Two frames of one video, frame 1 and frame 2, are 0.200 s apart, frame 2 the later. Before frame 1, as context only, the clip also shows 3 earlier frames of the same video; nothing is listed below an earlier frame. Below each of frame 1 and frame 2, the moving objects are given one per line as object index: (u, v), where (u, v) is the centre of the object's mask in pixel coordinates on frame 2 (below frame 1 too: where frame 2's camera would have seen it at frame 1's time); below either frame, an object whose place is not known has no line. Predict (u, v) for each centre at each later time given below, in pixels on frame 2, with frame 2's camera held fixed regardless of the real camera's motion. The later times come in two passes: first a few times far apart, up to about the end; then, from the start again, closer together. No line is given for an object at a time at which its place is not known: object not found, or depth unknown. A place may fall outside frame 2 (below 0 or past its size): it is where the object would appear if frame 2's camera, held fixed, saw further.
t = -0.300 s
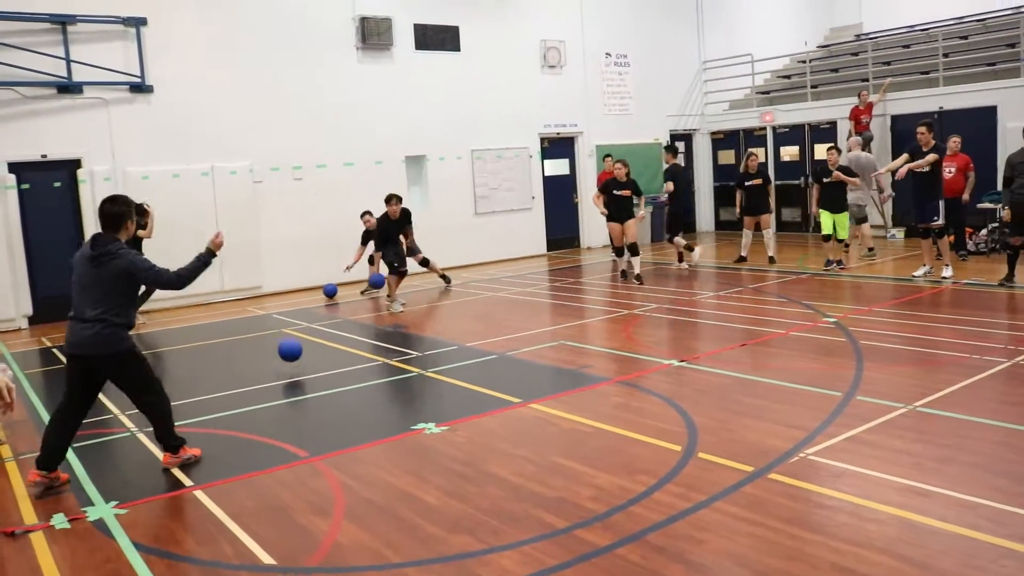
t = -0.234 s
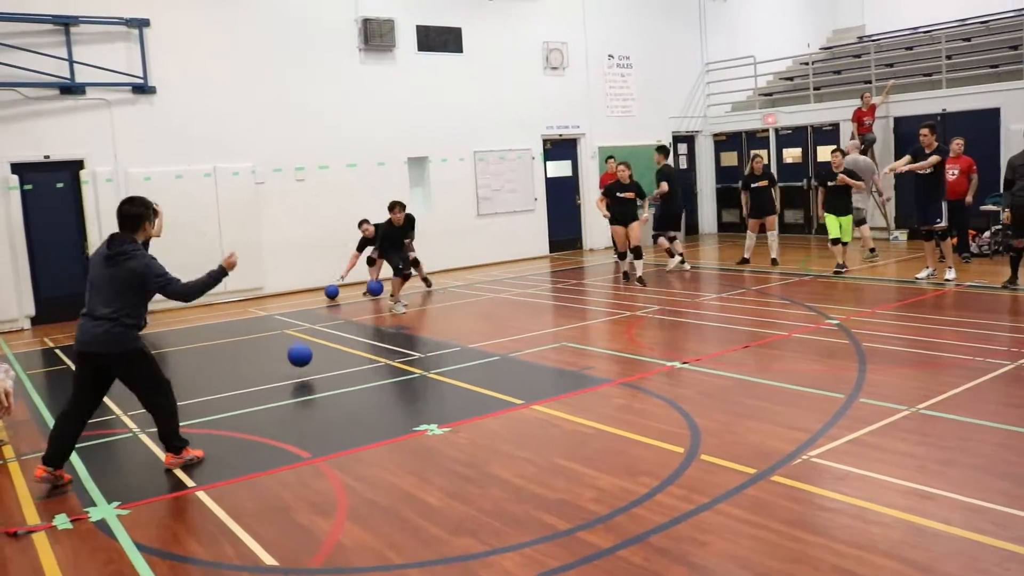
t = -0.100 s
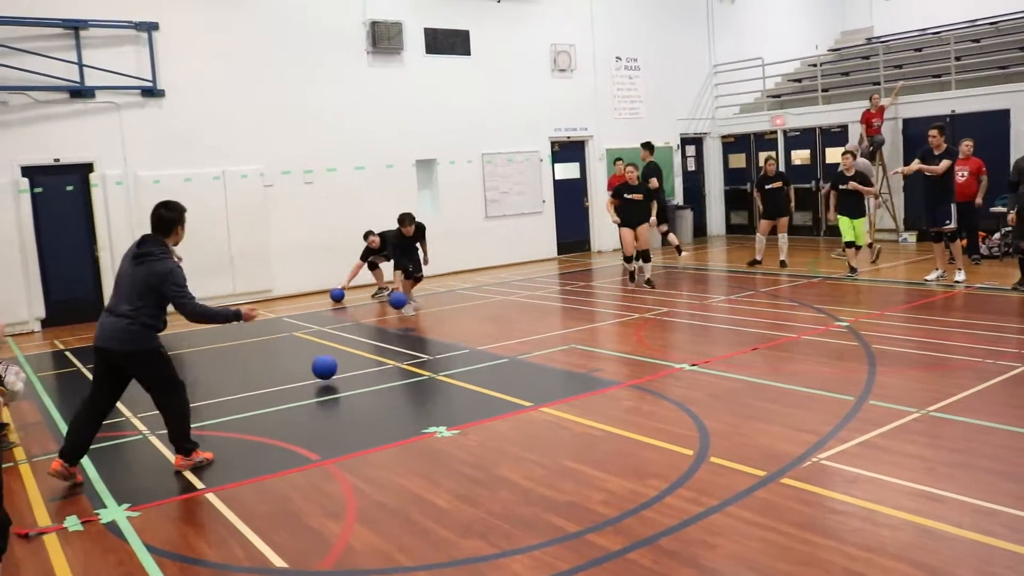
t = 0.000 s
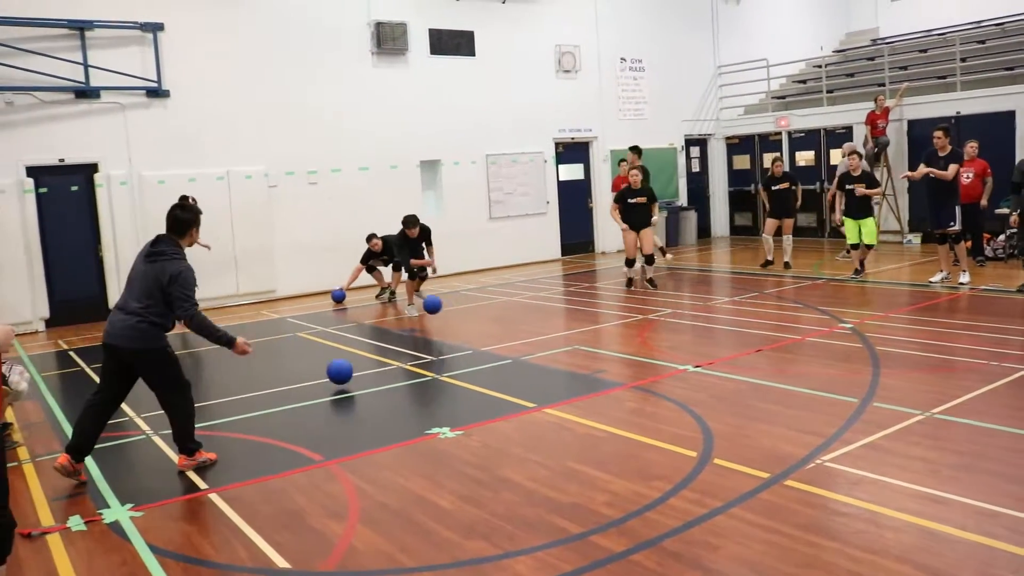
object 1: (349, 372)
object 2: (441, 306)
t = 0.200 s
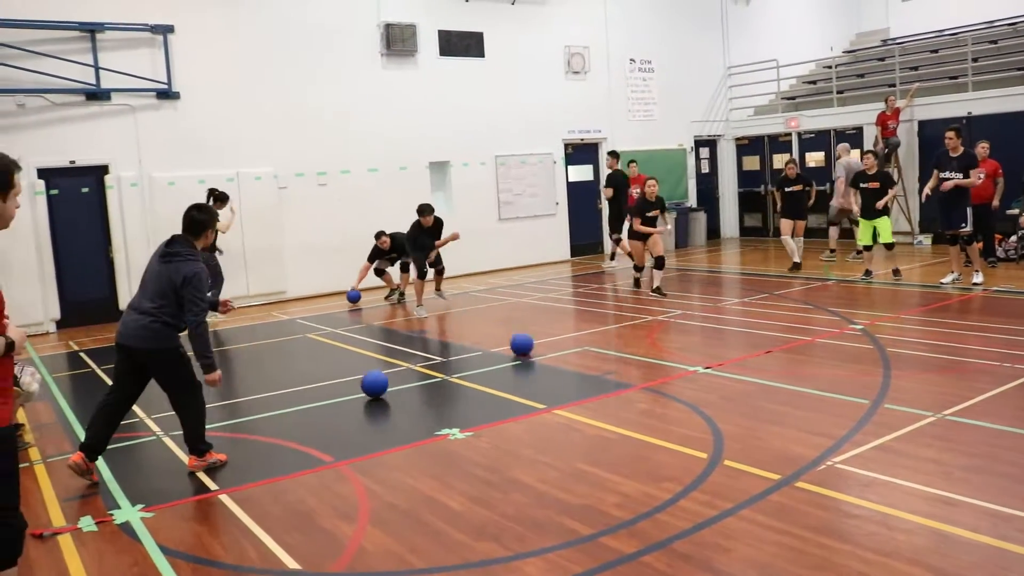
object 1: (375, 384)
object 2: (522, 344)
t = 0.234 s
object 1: (379, 385)
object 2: (532, 343)
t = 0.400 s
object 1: (401, 392)
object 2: (592, 346)
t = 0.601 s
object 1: (429, 402)
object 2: (680, 375)
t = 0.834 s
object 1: (465, 414)
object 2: (812, 413)
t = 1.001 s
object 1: (493, 424)
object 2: (935, 449)
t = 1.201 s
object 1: (530, 436)
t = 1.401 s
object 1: (571, 450)
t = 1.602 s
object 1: (616, 465)
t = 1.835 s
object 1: (674, 484)
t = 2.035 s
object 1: (730, 503)
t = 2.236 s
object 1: (791, 523)
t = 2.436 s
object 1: (860, 545)
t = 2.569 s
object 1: (909, 555)
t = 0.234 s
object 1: (379, 385)
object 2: (532, 343)
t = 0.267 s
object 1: (384, 387)
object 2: (543, 341)
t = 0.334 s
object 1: (392, 389)
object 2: (566, 340)
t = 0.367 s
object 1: (396, 391)
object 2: (579, 343)
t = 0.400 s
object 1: (401, 392)
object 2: (592, 346)
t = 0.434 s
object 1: (406, 394)
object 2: (606, 351)
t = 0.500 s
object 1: (415, 397)
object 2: (634, 367)
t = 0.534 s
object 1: (420, 399)
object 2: (649, 377)
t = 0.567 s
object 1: (424, 400)
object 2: (664, 375)
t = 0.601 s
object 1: (429, 402)
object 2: (680, 375)
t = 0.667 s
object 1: (439, 405)
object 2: (714, 381)
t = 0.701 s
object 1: (444, 407)
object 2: (732, 386)
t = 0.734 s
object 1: (449, 410)
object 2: (751, 394)
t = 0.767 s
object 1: (455, 411)
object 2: (770, 404)
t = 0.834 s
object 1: (465, 414)
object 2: (812, 413)
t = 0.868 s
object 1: (471, 416)
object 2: (834, 415)
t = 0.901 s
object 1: (476, 418)
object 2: (857, 420)
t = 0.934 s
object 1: (482, 420)
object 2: (882, 427)
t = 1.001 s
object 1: (493, 424)
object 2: (935, 449)
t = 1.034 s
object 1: (499, 426)
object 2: (964, 456)
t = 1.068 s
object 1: (504, 428)
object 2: (993, 459)
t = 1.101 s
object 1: (511, 430)
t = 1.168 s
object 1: (524, 434)
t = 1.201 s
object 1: (530, 436)
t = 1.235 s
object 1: (537, 439)
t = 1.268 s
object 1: (544, 441)
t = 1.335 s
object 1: (557, 445)
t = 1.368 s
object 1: (564, 447)
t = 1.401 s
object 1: (571, 450)
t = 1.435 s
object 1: (578, 452)
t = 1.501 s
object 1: (593, 457)
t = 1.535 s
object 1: (600, 460)
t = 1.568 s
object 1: (608, 462)
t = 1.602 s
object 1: (616, 465)
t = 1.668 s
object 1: (632, 470)
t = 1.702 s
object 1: (640, 472)
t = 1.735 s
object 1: (648, 475)
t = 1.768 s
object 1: (657, 478)
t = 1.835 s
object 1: (674, 484)
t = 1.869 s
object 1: (683, 487)
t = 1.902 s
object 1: (692, 490)
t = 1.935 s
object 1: (701, 493)
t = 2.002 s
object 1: (721, 500)
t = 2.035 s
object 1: (730, 503)
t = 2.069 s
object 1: (740, 506)
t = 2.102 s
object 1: (750, 510)
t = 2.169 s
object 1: (770, 516)
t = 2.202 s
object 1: (781, 520)
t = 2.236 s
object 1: (791, 523)
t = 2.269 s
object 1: (802, 527)
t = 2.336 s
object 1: (825, 534)
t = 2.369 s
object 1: (836, 538)
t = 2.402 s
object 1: (848, 542)
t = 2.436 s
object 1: (860, 545)
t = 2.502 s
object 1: (883, 550)
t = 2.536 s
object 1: (896, 552)
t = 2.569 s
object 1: (909, 555)
